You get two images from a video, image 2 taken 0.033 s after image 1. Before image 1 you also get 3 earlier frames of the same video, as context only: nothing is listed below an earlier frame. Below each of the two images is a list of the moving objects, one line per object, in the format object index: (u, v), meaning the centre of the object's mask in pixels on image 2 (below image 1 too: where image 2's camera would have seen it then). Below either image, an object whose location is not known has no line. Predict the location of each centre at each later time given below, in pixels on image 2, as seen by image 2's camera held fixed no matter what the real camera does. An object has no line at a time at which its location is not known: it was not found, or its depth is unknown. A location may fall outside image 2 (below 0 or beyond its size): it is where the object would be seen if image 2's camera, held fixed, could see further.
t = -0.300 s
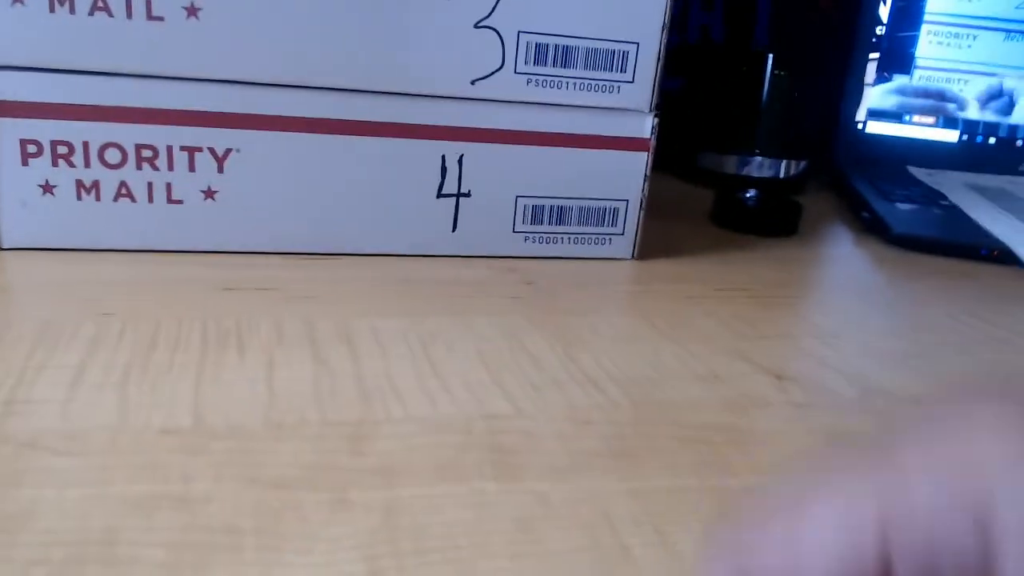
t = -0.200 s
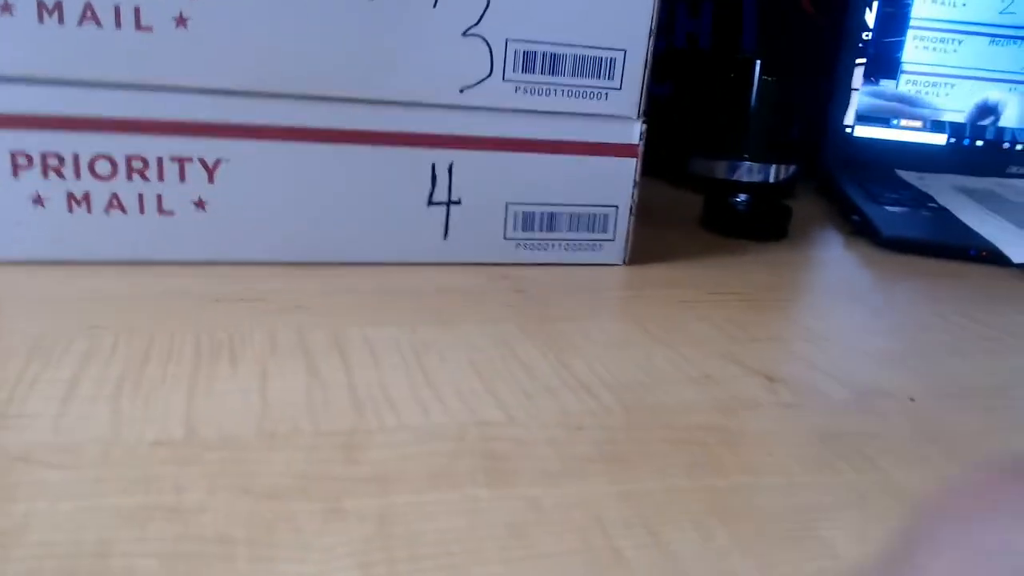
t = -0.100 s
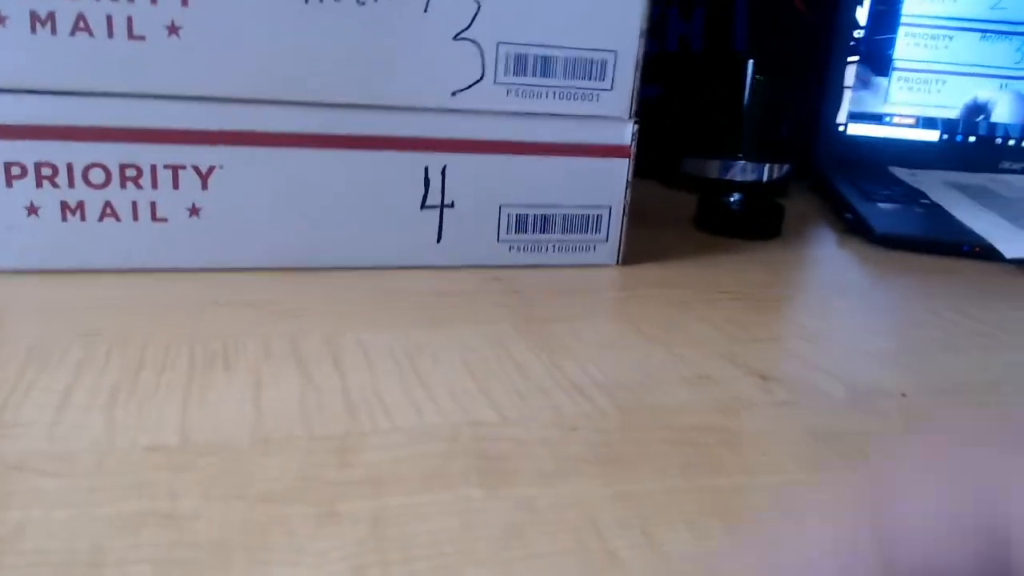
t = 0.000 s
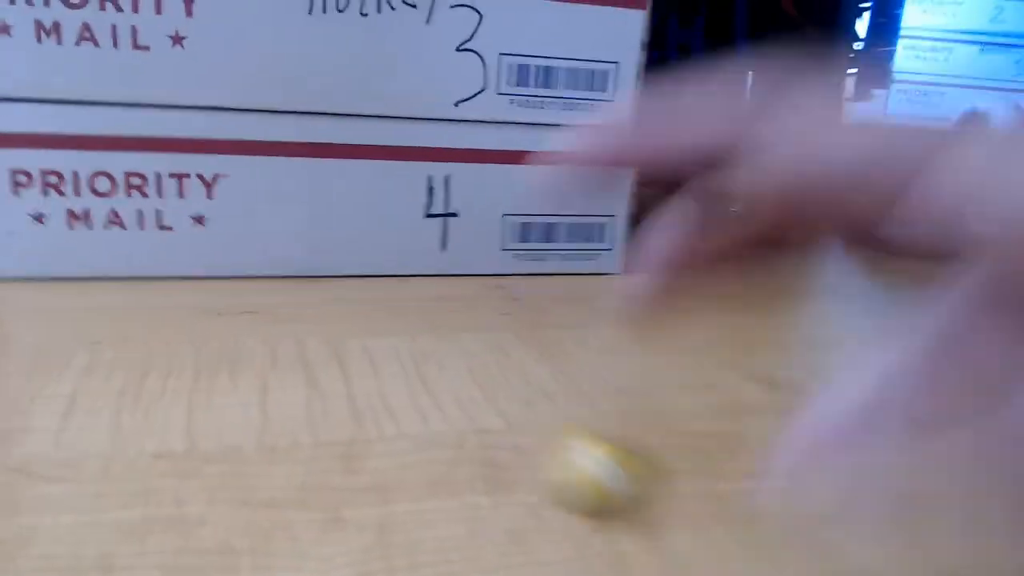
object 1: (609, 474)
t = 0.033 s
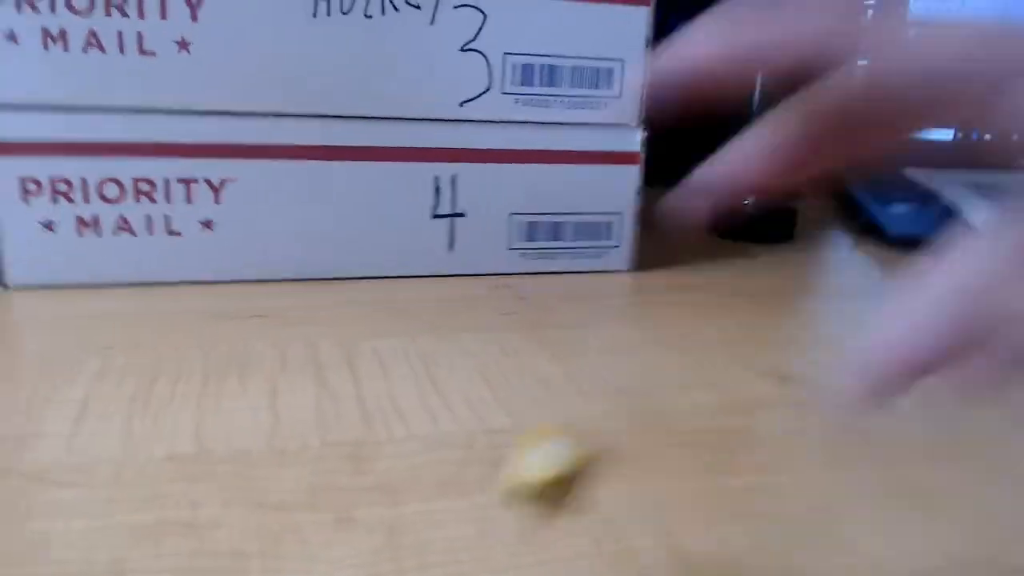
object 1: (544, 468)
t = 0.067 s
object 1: (504, 506)
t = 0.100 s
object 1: (478, 486)
